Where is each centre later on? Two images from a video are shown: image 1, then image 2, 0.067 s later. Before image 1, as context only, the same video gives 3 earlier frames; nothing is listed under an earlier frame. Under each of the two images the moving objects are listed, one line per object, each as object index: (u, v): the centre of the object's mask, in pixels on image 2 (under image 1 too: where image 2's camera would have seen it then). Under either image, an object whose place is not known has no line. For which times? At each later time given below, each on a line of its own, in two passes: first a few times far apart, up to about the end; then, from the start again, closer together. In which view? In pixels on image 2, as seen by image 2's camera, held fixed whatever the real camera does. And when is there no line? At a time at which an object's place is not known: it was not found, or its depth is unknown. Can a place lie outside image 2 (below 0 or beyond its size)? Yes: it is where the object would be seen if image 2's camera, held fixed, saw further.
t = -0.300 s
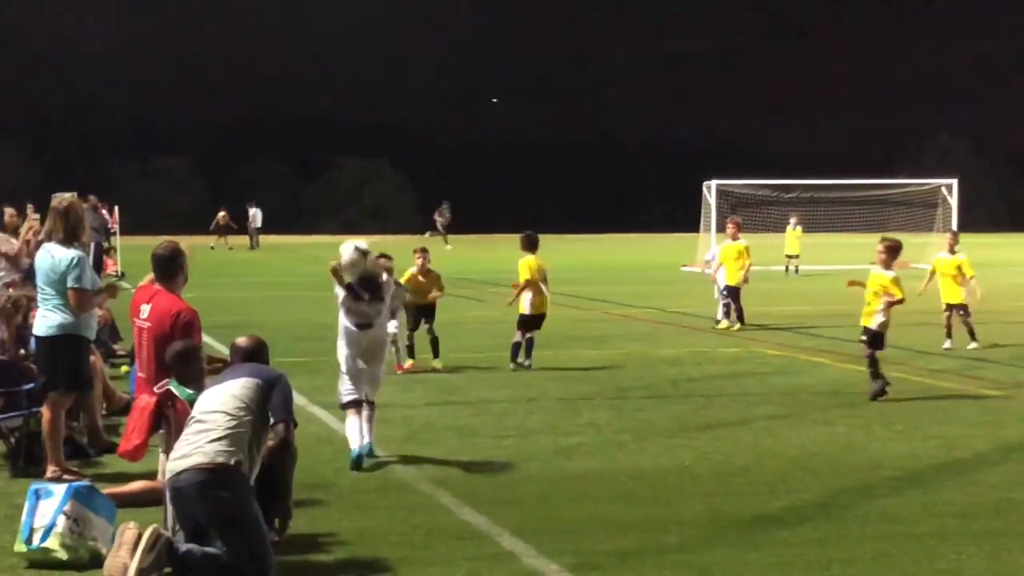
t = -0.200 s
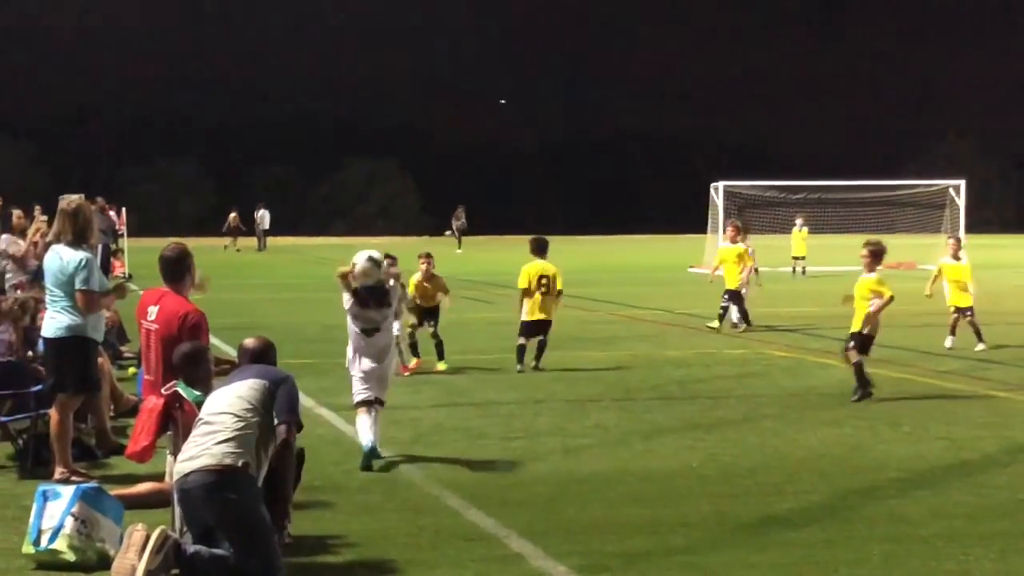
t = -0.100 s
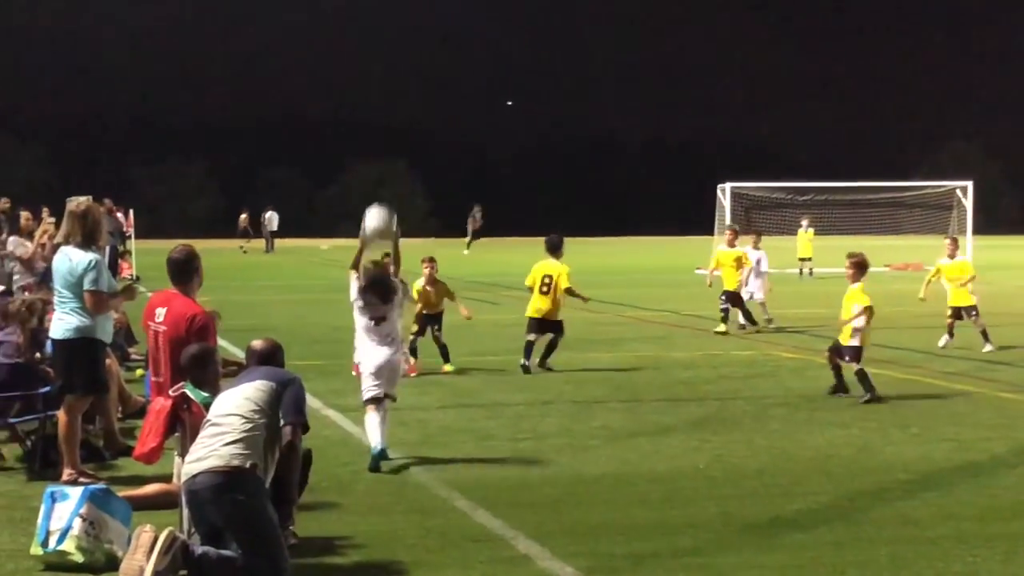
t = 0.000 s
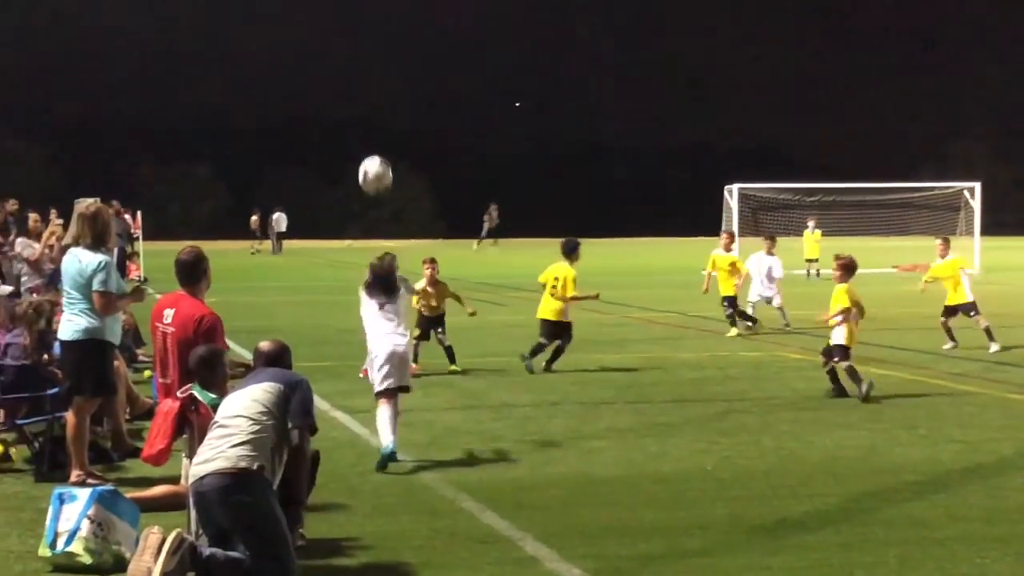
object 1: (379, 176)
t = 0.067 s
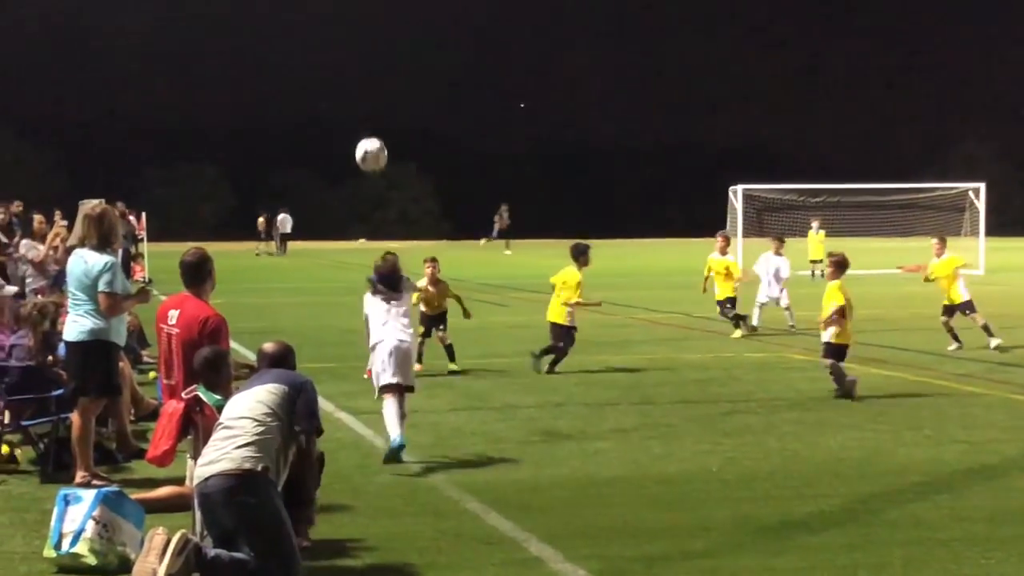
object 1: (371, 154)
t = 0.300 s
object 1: (350, 138)
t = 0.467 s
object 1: (340, 168)
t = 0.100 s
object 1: (367, 147)
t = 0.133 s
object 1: (364, 141)
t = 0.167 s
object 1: (361, 137)
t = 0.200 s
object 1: (358, 135)
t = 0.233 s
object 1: (355, 134)
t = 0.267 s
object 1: (353, 136)
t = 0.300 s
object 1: (350, 138)
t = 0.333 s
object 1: (348, 142)
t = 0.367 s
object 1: (346, 147)
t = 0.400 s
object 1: (343, 153)
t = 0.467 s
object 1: (340, 168)
